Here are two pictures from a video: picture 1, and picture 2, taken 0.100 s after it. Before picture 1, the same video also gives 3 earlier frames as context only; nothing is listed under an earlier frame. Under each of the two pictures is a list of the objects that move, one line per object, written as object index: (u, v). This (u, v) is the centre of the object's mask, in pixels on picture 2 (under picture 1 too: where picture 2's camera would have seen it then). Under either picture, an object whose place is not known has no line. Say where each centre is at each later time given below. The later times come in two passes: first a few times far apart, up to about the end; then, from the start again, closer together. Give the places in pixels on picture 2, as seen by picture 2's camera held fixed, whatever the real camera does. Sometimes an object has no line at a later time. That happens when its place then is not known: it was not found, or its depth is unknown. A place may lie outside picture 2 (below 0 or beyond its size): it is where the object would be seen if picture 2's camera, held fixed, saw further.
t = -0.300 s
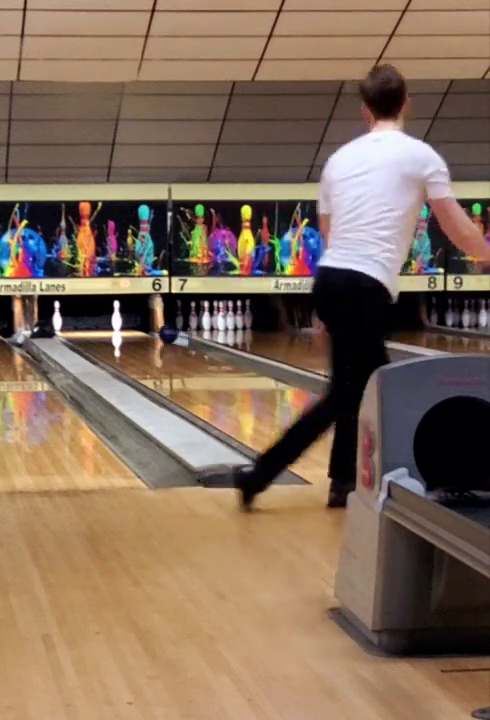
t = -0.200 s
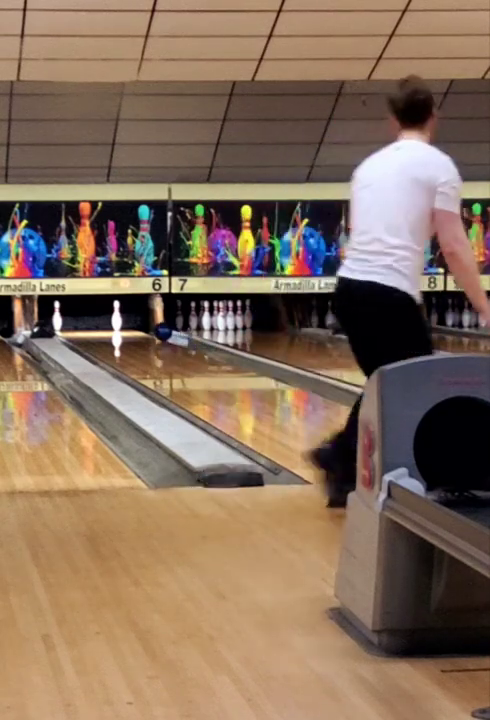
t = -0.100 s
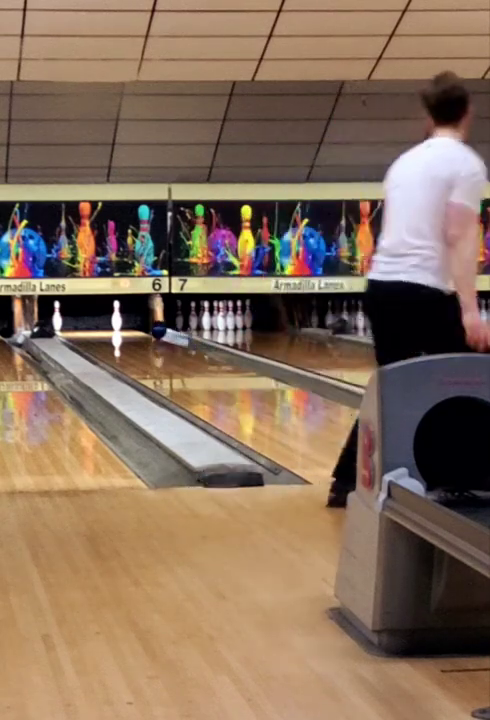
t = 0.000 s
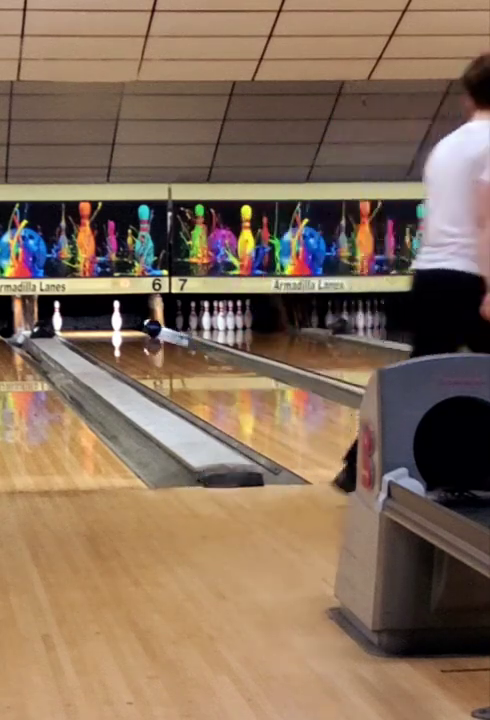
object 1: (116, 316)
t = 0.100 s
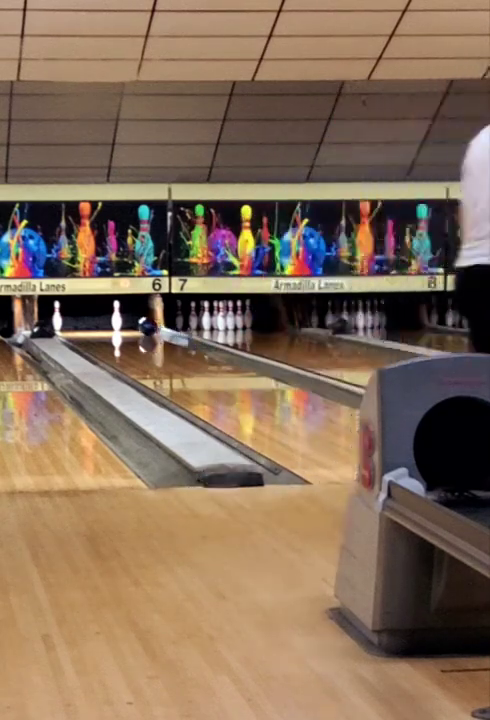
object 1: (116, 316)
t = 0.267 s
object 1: (116, 316)
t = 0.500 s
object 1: (105, 317)
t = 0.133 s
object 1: (116, 316)
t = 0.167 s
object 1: (116, 316)
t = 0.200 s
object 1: (116, 316)
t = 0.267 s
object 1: (116, 316)
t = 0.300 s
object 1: (116, 316)
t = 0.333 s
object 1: (116, 316)
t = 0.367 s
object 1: (116, 316)
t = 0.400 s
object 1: (116, 316)
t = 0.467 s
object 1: (111, 316)
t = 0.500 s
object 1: (105, 317)
